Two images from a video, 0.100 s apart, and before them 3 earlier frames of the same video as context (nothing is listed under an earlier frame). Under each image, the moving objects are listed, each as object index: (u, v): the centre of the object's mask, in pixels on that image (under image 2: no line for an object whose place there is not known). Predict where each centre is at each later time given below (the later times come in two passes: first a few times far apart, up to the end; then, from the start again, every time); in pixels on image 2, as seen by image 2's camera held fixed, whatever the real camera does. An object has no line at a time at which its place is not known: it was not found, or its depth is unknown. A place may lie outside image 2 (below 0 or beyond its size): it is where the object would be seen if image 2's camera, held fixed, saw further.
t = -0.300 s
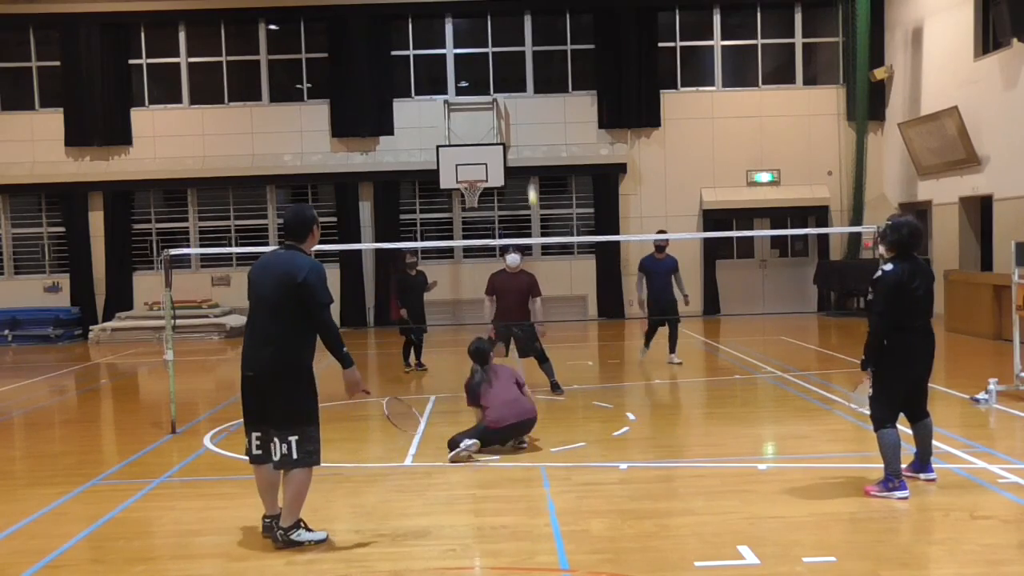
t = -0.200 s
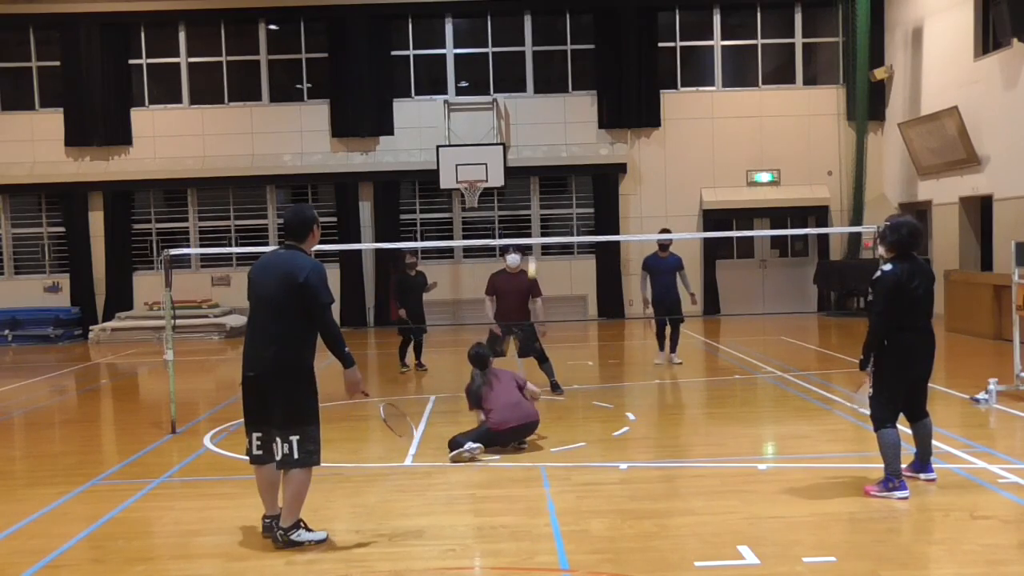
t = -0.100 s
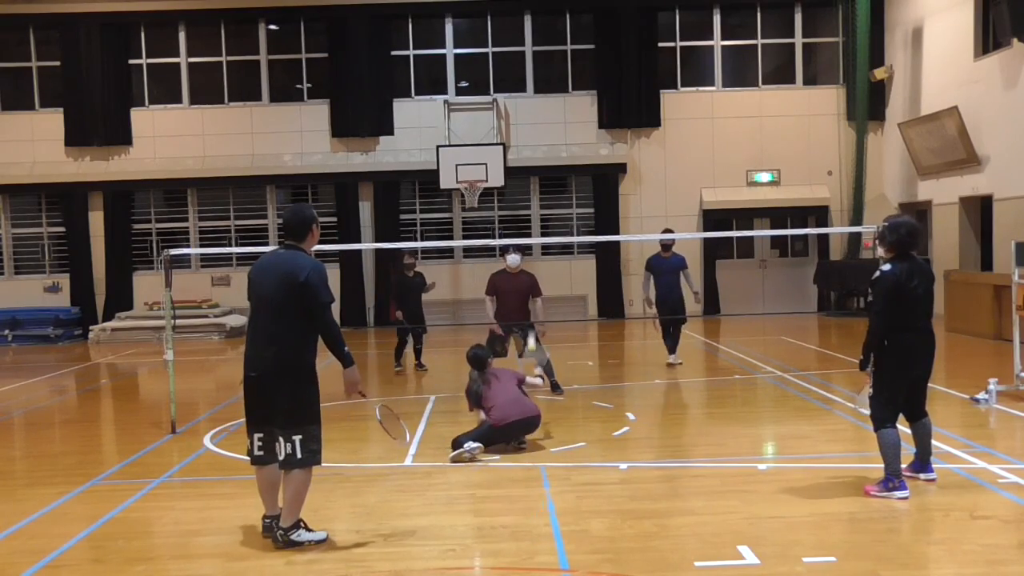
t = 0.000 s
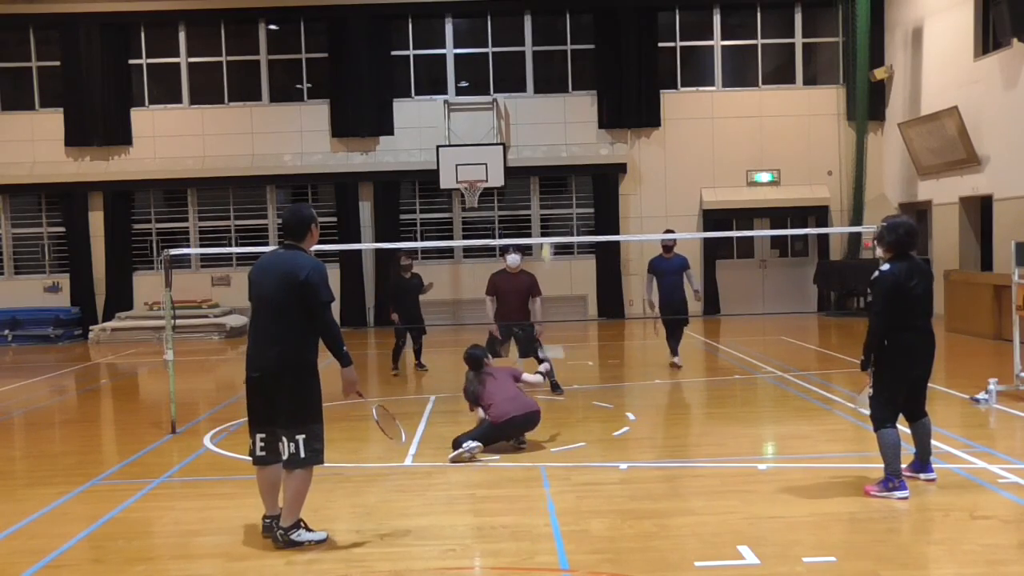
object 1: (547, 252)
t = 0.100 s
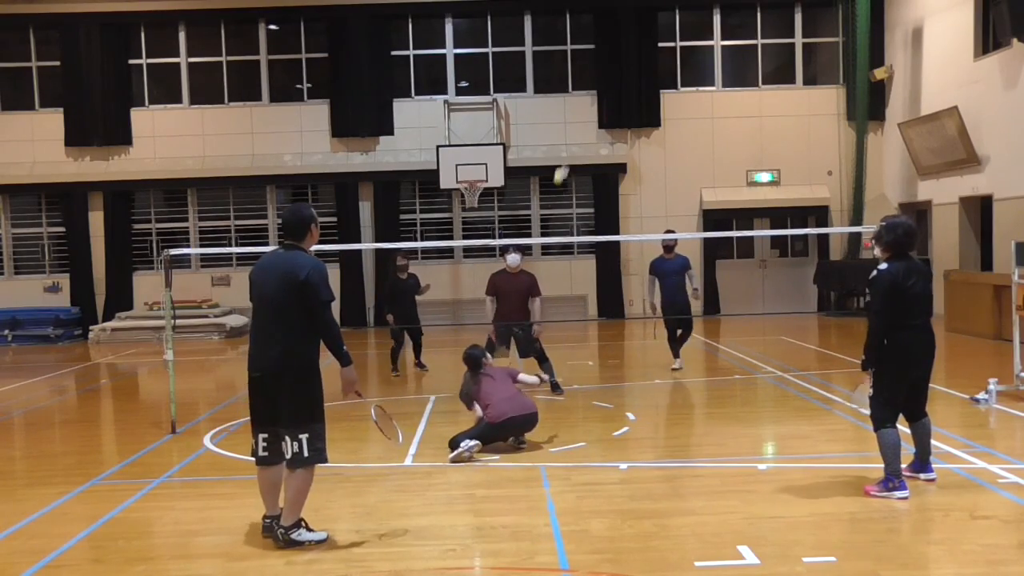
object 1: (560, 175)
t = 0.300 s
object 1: (584, 78)
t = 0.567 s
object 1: (623, 37)
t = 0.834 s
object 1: (656, 92)
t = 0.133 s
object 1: (564, 153)
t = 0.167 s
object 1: (569, 135)
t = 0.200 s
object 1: (572, 118)
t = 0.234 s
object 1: (577, 104)
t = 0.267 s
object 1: (581, 90)
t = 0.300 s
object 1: (584, 78)
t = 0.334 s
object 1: (589, 67)
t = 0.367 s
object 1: (594, 58)
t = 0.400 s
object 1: (599, 50)
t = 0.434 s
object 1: (604, 44)
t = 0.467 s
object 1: (609, 40)
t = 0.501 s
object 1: (614, 37)
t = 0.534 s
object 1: (619, 36)
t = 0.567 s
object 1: (623, 37)
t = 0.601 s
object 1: (628, 39)
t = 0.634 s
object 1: (632, 43)
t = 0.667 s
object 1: (636, 48)
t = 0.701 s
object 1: (641, 54)
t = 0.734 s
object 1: (645, 62)
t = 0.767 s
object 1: (649, 71)
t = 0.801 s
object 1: (653, 81)
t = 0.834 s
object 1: (656, 92)
